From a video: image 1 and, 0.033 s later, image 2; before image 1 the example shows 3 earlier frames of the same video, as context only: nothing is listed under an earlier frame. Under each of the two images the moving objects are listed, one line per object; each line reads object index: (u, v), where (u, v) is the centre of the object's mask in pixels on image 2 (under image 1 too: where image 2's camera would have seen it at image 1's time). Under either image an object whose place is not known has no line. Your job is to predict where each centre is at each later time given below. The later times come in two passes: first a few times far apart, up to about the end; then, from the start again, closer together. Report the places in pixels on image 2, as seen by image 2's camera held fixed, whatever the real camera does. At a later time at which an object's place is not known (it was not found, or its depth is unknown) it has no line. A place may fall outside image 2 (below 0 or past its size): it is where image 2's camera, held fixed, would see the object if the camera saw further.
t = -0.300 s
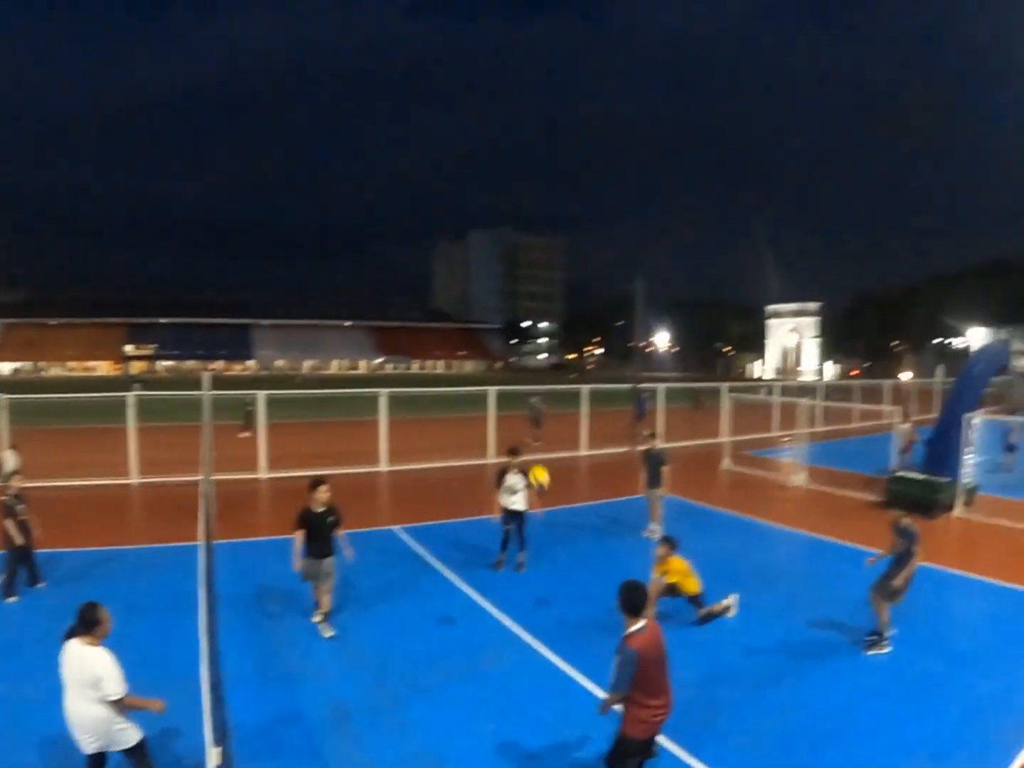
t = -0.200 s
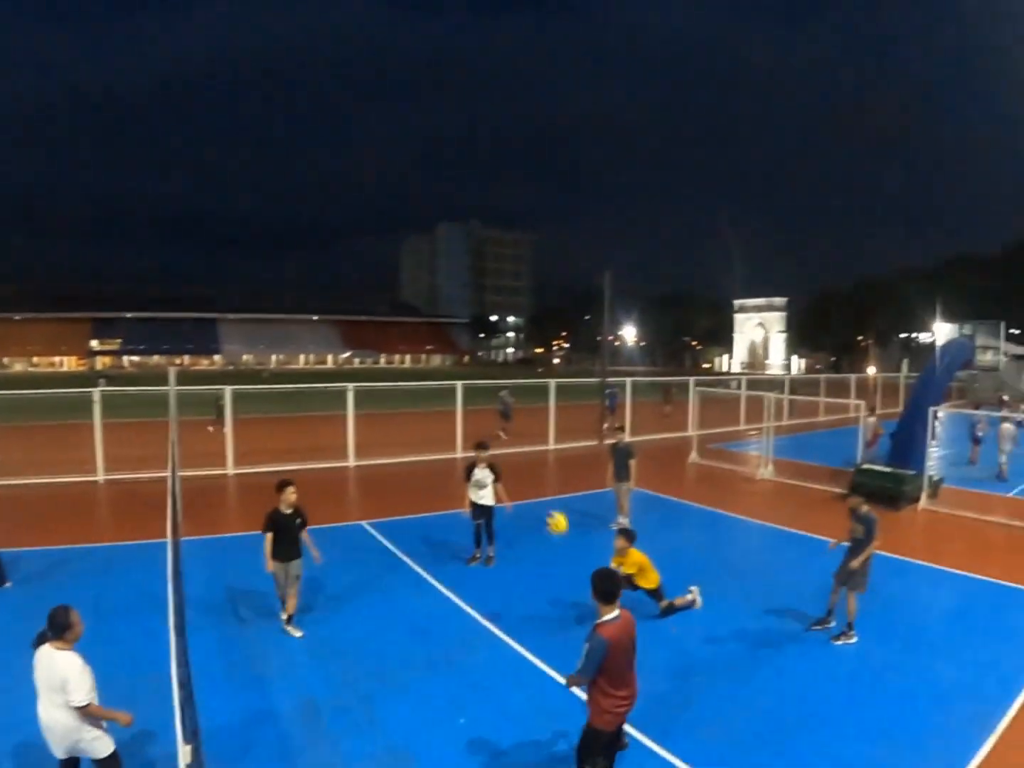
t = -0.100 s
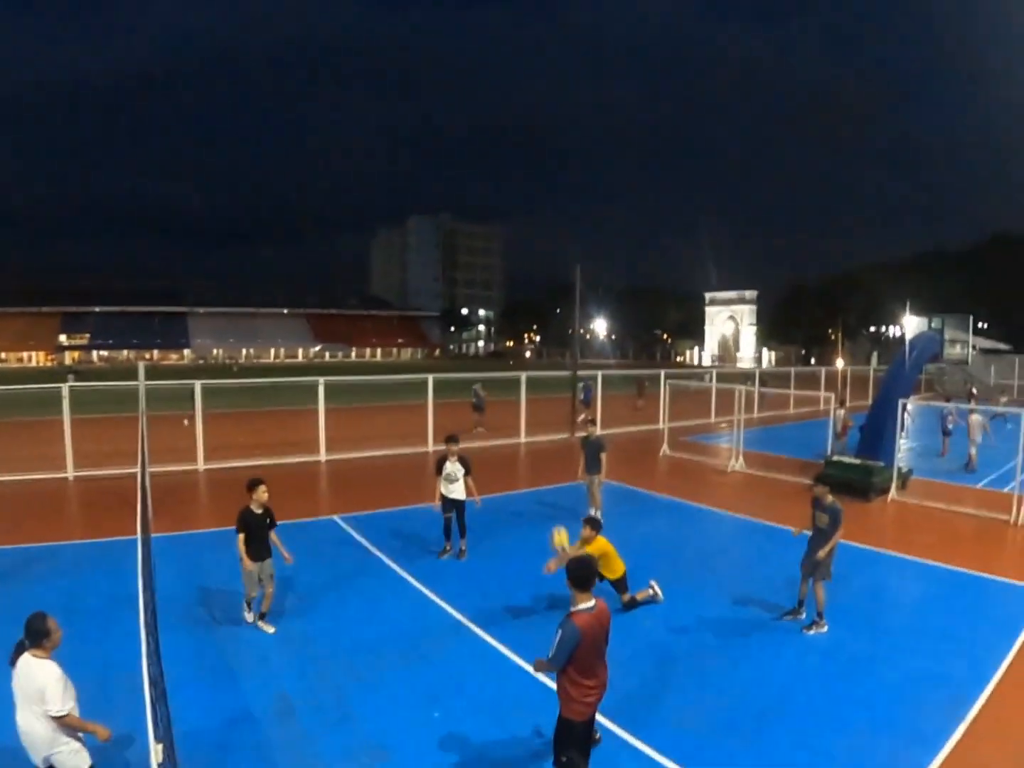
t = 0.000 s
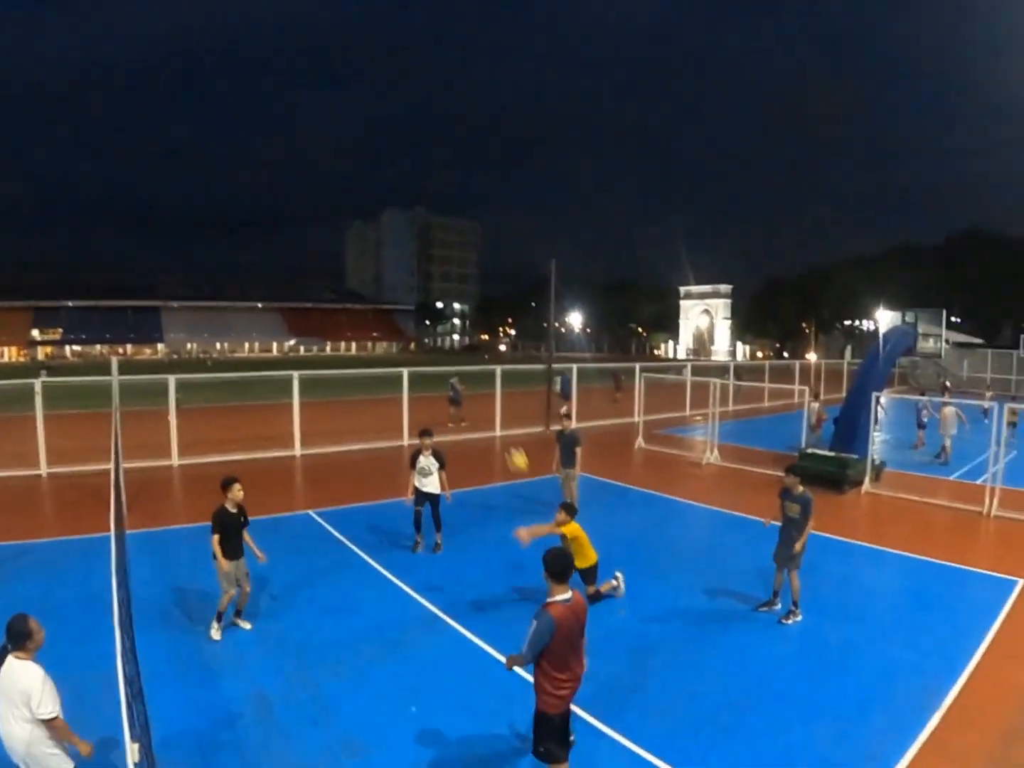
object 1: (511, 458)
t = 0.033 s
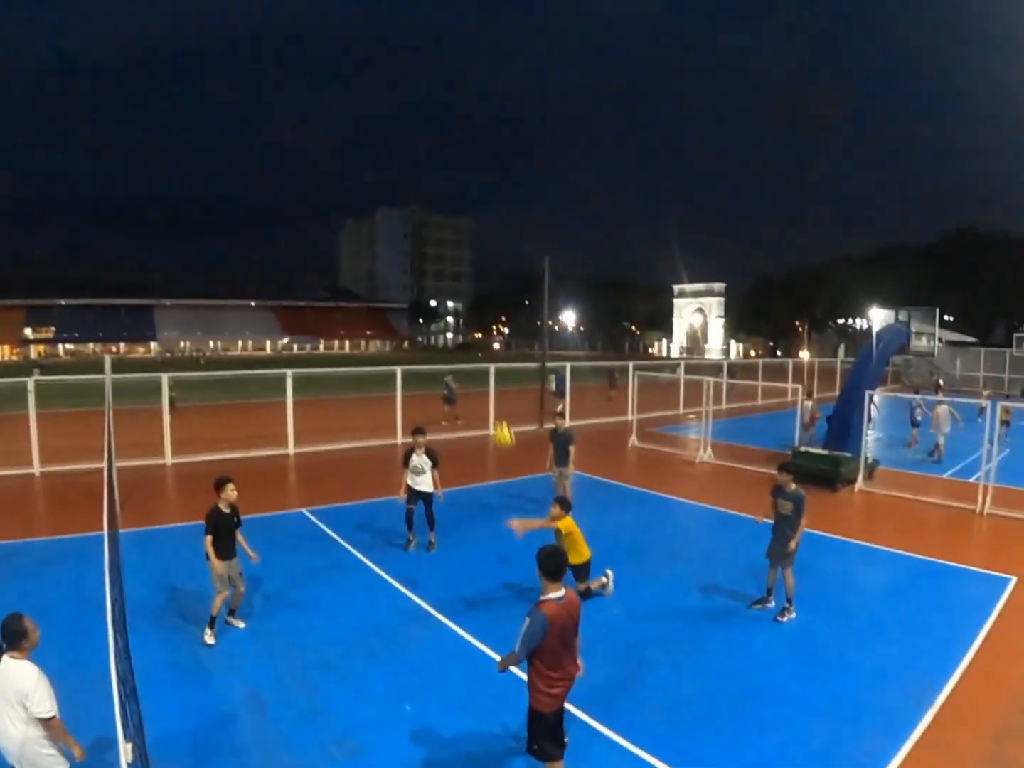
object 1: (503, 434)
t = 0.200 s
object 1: (470, 330)
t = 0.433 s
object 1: (424, 237)
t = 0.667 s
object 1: (381, 200)
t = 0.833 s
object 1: (351, 204)
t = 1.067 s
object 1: (308, 256)
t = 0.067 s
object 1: (495, 411)
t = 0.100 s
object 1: (488, 388)
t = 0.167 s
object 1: (476, 348)
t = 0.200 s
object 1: (470, 330)
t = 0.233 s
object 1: (462, 315)
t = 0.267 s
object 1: (455, 300)
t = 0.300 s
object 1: (448, 283)
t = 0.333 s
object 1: (441, 269)
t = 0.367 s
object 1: (435, 255)
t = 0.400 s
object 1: (431, 246)
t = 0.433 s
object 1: (424, 237)
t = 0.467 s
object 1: (416, 229)
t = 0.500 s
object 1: (409, 221)
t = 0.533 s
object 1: (403, 213)
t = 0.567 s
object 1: (397, 207)
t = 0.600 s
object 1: (392, 202)
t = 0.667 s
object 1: (381, 200)
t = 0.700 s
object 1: (374, 199)
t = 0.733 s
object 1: (368, 200)
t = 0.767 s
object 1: (361, 200)
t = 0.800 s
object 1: (355, 201)
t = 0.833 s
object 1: (351, 204)
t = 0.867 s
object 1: (344, 210)
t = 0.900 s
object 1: (338, 215)
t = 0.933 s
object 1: (332, 223)
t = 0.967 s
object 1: (325, 229)
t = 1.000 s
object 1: (319, 237)
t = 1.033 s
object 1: (313, 246)
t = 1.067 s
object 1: (308, 256)
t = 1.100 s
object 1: (302, 269)
